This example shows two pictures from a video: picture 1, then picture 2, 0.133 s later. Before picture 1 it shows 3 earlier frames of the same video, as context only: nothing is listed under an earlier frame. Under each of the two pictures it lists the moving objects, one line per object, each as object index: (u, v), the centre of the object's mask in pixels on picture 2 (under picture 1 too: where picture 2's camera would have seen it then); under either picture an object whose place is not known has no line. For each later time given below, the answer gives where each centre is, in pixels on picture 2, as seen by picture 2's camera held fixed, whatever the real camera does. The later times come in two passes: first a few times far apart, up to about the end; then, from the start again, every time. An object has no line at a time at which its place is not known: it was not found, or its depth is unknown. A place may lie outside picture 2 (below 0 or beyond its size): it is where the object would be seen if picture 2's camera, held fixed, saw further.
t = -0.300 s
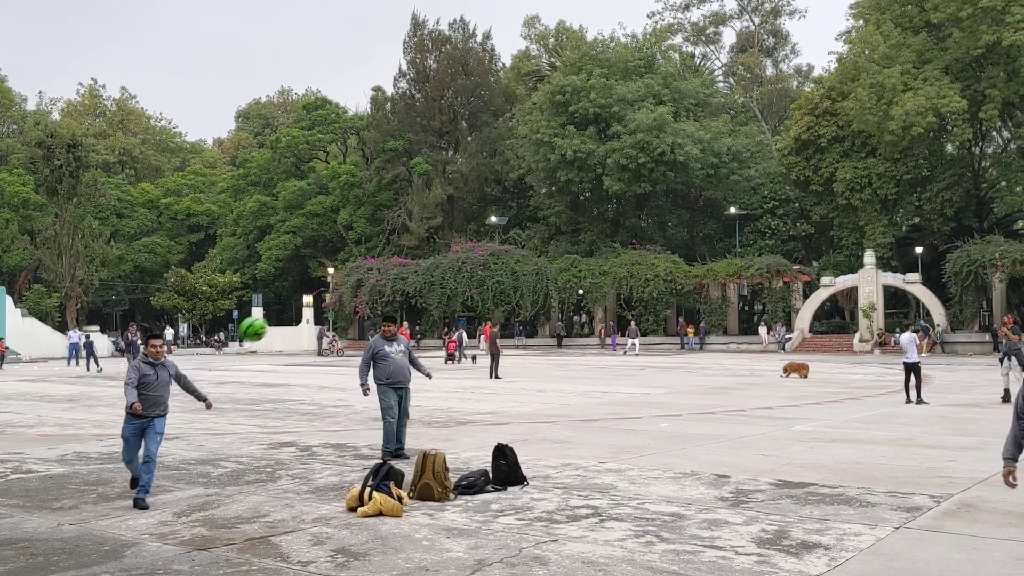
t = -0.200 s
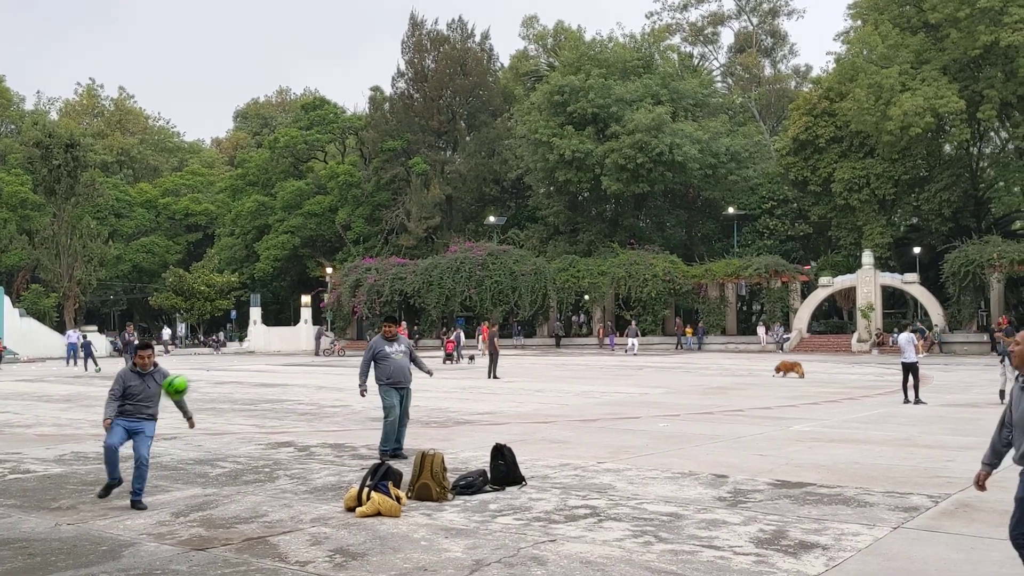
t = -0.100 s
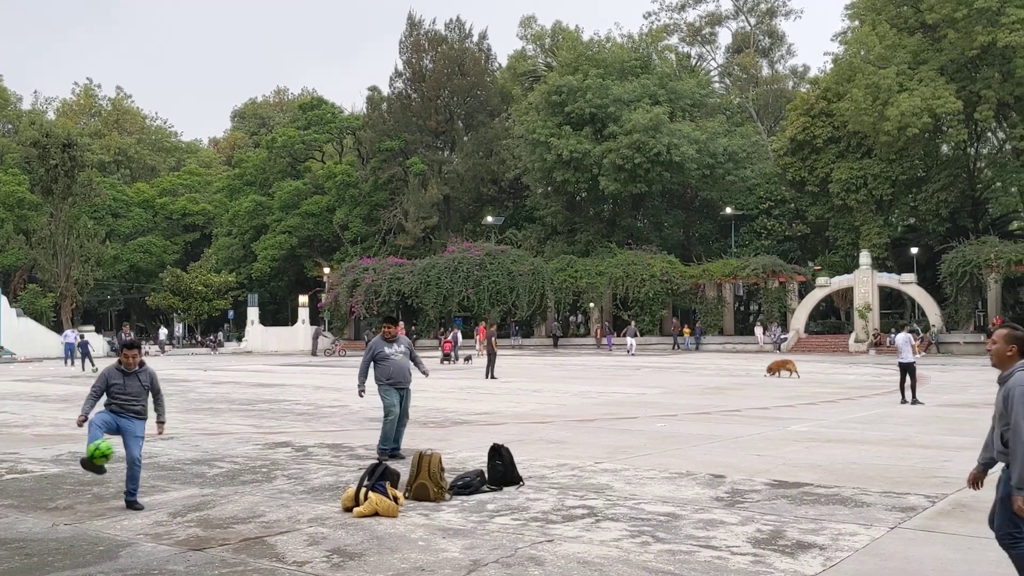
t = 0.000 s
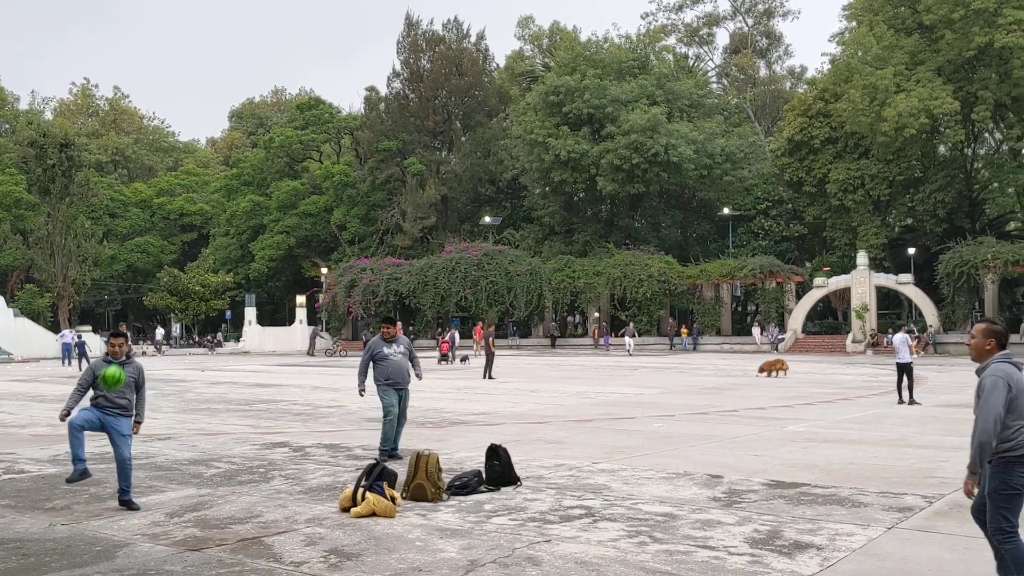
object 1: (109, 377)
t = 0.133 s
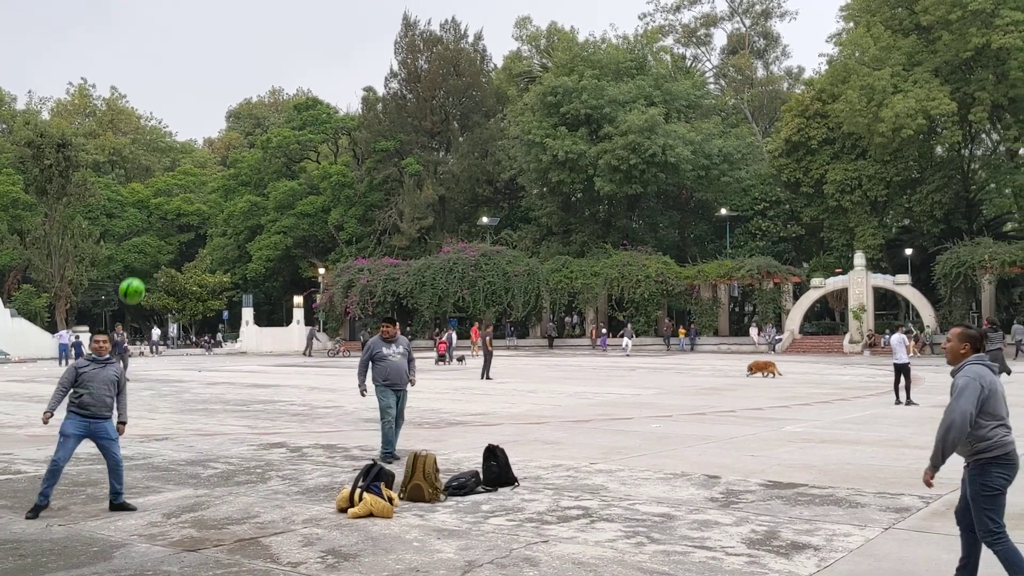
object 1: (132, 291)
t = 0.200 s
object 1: (144, 254)
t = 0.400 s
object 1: (178, 174)
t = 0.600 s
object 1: (212, 140)
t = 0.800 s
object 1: (246, 146)
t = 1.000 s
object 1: (282, 199)
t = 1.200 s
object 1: (317, 298)
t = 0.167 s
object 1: (138, 272)
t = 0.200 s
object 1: (144, 254)
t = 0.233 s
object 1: (150, 237)
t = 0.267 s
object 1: (156, 222)
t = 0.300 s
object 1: (161, 209)
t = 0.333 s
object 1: (166, 195)
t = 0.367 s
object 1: (172, 185)
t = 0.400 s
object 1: (178, 174)
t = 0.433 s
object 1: (184, 165)
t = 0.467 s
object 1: (189, 158)
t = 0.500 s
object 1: (195, 151)
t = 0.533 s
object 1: (200, 146)
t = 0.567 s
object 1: (206, 141)
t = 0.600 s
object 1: (212, 140)
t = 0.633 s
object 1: (218, 137)
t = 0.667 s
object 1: (224, 137)
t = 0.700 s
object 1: (230, 138)
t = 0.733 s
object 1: (235, 139)
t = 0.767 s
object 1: (241, 142)
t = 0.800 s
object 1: (246, 146)
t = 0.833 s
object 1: (253, 153)
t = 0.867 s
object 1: (259, 159)
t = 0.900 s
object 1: (265, 167)
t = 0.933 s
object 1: (270, 176)
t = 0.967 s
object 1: (276, 187)
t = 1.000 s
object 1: (282, 199)
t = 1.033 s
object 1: (288, 213)
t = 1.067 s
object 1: (294, 227)
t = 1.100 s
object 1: (300, 244)
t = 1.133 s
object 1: (306, 260)
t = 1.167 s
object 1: (311, 278)
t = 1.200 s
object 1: (317, 298)
